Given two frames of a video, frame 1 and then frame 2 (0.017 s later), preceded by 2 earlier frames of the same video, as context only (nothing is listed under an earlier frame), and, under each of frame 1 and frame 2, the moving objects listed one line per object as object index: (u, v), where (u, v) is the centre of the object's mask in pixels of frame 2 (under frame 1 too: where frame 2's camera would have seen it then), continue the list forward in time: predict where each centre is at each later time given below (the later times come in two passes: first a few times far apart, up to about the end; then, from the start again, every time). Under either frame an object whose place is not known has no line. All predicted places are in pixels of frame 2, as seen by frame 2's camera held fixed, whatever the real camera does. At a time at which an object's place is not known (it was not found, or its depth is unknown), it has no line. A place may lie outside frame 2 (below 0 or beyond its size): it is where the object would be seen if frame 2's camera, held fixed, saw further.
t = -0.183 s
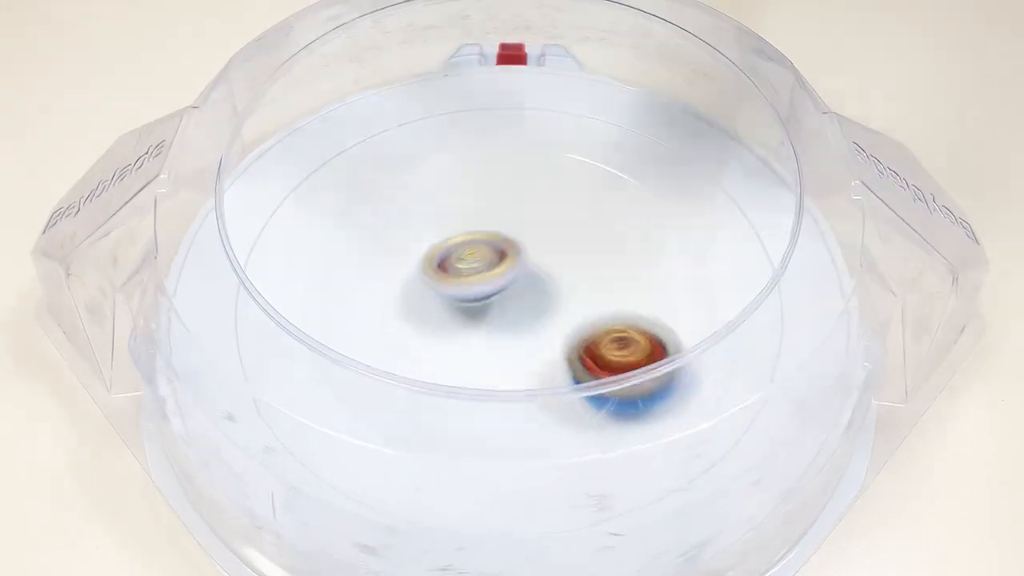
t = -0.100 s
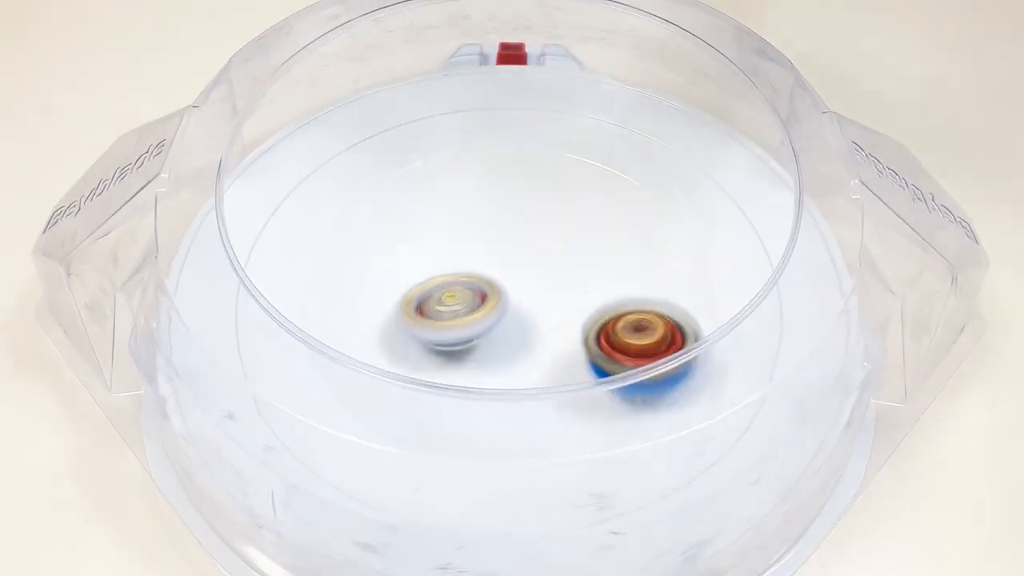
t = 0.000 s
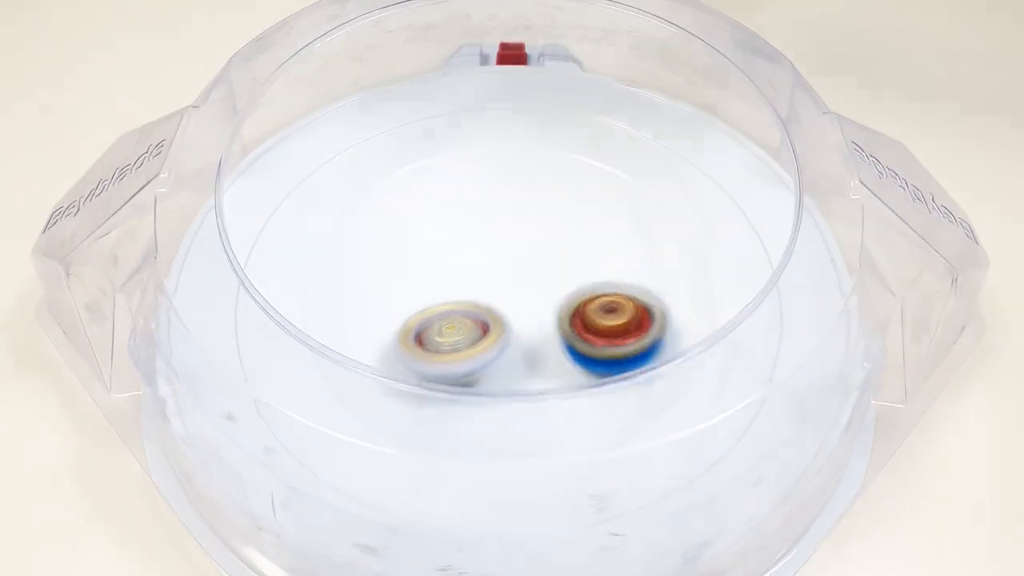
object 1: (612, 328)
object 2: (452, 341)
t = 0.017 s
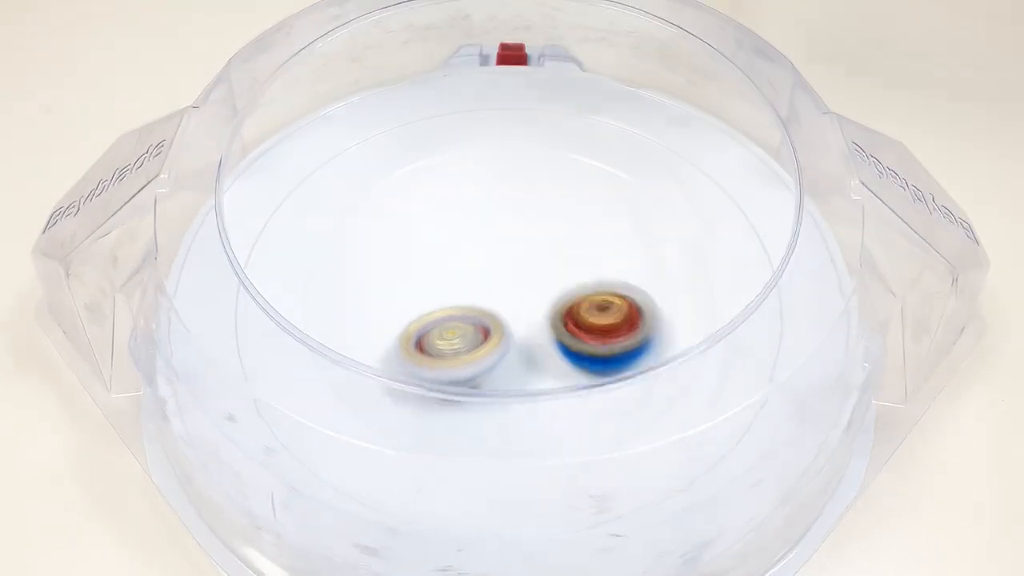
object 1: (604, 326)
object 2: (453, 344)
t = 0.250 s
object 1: (416, 241)
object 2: (479, 358)
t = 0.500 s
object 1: (325, 287)
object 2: (495, 330)
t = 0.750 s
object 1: (522, 426)
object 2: (466, 252)
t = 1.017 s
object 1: (770, 382)
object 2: (460, 264)
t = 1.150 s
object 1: (797, 351)
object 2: (458, 293)
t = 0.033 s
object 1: (593, 318)
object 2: (453, 348)
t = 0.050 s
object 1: (581, 314)
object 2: (455, 350)
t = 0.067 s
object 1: (569, 308)
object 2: (456, 353)
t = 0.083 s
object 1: (556, 301)
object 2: (460, 354)
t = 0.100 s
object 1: (542, 294)
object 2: (462, 355)
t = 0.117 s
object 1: (528, 287)
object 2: (464, 356)
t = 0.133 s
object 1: (513, 280)
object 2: (466, 357)
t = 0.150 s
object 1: (498, 274)
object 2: (469, 357)
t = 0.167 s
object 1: (484, 267)
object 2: (471, 358)
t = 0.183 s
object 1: (469, 261)
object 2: (473, 358)
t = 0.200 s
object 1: (455, 255)
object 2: (474, 358)
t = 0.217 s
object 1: (442, 249)
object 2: (475, 358)
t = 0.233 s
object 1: (428, 245)
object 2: (477, 358)
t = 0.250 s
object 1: (416, 241)
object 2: (479, 358)
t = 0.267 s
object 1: (403, 238)
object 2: (481, 358)
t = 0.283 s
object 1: (391, 236)
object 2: (482, 358)
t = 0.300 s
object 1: (380, 235)
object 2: (484, 357)
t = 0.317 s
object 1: (371, 235)
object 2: (486, 357)
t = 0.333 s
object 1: (361, 237)
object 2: (487, 357)
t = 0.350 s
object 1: (354, 238)
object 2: (488, 357)
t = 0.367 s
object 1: (347, 241)
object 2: (491, 355)
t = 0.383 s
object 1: (341, 246)
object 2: (493, 354)
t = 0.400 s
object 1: (336, 251)
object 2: (495, 352)
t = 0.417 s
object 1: (331, 255)
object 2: (497, 349)
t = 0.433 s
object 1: (327, 261)
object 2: (498, 347)
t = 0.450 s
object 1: (324, 266)
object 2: (498, 344)
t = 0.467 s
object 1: (323, 273)
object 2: (498, 340)
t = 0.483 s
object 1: (323, 280)
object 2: (498, 335)
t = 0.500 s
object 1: (325, 287)
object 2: (495, 330)
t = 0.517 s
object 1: (330, 295)
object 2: (493, 324)
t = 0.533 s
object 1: (336, 302)
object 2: (491, 318)
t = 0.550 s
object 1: (343, 310)
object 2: (488, 313)
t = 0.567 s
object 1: (347, 327)
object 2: (485, 305)
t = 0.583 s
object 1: (355, 338)
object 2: (483, 299)
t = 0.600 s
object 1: (366, 349)
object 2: (481, 293)
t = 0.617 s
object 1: (378, 361)
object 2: (477, 285)
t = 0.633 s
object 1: (392, 372)
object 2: (475, 279)
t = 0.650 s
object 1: (406, 383)
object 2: (473, 277)
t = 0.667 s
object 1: (422, 393)
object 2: (471, 268)
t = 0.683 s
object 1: (440, 402)
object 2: (470, 263)
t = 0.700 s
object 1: (460, 409)
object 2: (469, 259)
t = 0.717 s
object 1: (481, 415)
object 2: (467, 259)
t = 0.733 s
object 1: (501, 422)
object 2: (467, 257)
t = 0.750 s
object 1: (522, 426)
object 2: (466, 252)
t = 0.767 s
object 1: (543, 428)
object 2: (464, 249)
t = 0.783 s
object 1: (566, 430)
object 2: (463, 249)
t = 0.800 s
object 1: (585, 430)
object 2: (463, 246)
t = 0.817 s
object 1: (607, 427)
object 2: (462, 245)
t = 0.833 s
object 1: (627, 423)
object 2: (462, 246)
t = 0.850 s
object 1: (647, 422)
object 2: (461, 244)
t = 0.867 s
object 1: (665, 421)
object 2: (461, 245)
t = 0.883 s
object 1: (685, 418)
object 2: (461, 247)
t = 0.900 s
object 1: (698, 416)
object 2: (460, 248)
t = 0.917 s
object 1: (712, 413)
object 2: (460, 248)
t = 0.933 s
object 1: (726, 411)
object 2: (461, 251)
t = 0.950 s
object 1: (740, 410)
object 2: (461, 253)
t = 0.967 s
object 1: (749, 403)
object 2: (461, 255)
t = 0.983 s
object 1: (757, 394)
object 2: (461, 258)
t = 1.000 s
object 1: (763, 388)
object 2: (461, 260)
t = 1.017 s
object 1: (770, 382)
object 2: (460, 264)
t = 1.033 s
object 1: (774, 376)
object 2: (460, 267)
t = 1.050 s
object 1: (778, 372)
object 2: (460, 269)
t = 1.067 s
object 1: (783, 366)
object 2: (460, 273)
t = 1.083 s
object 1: (786, 363)
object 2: (459, 279)
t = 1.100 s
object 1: (789, 359)
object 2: (459, 280)
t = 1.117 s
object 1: (793, 356)
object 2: (458, 285)
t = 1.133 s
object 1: (795, 353)
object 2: (458, 290)
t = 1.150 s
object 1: (797, 351)
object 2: (458, 293)
